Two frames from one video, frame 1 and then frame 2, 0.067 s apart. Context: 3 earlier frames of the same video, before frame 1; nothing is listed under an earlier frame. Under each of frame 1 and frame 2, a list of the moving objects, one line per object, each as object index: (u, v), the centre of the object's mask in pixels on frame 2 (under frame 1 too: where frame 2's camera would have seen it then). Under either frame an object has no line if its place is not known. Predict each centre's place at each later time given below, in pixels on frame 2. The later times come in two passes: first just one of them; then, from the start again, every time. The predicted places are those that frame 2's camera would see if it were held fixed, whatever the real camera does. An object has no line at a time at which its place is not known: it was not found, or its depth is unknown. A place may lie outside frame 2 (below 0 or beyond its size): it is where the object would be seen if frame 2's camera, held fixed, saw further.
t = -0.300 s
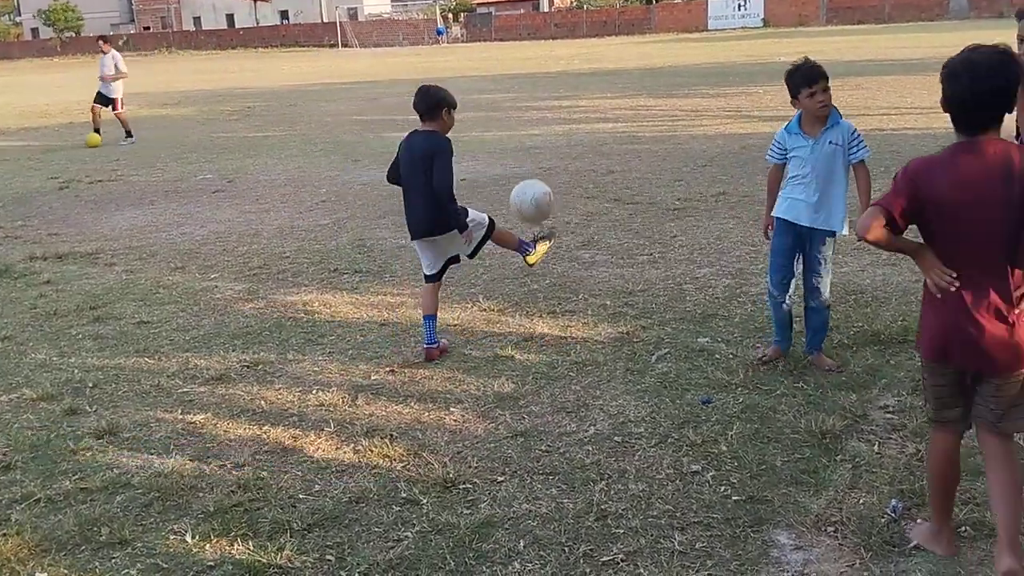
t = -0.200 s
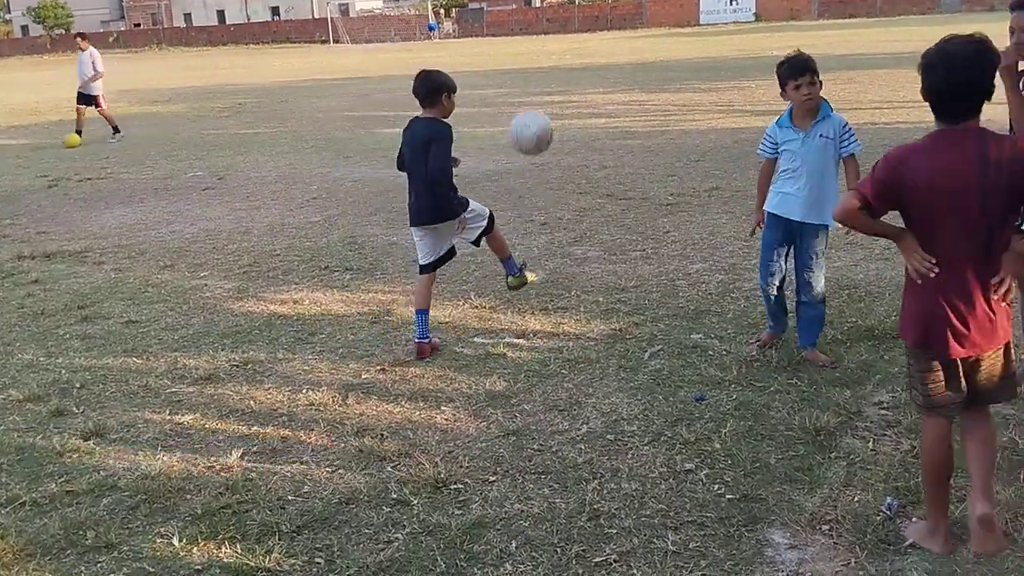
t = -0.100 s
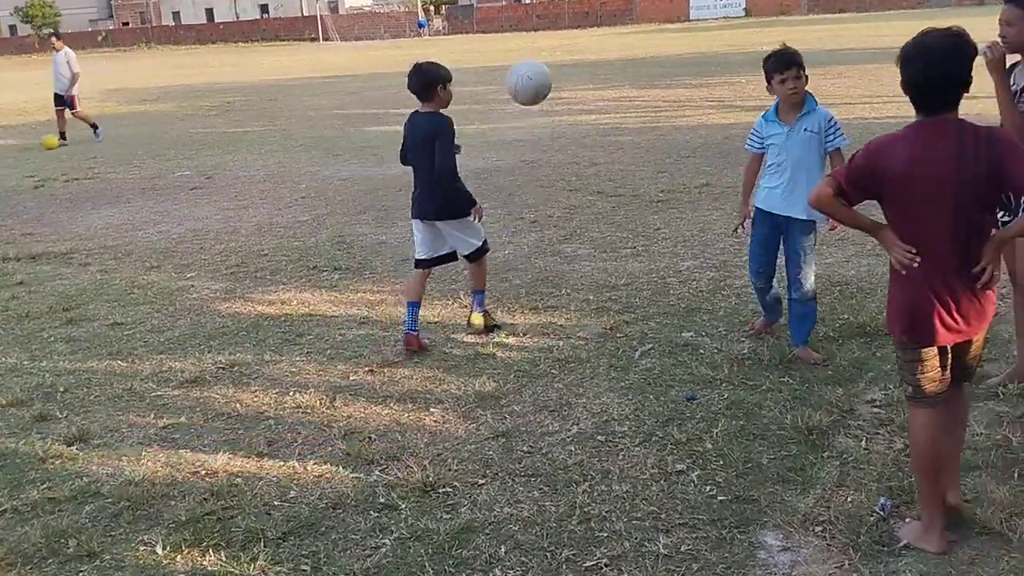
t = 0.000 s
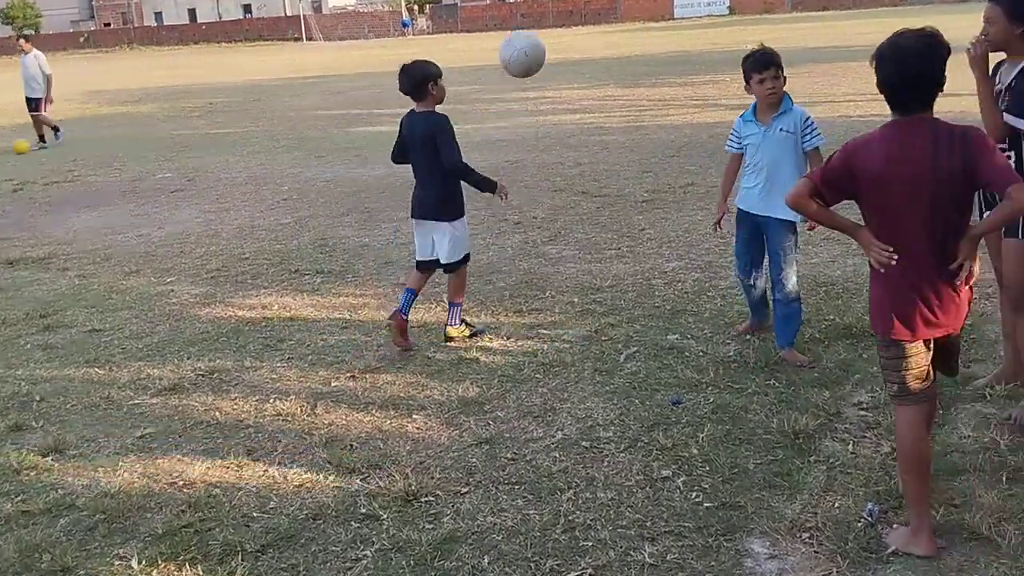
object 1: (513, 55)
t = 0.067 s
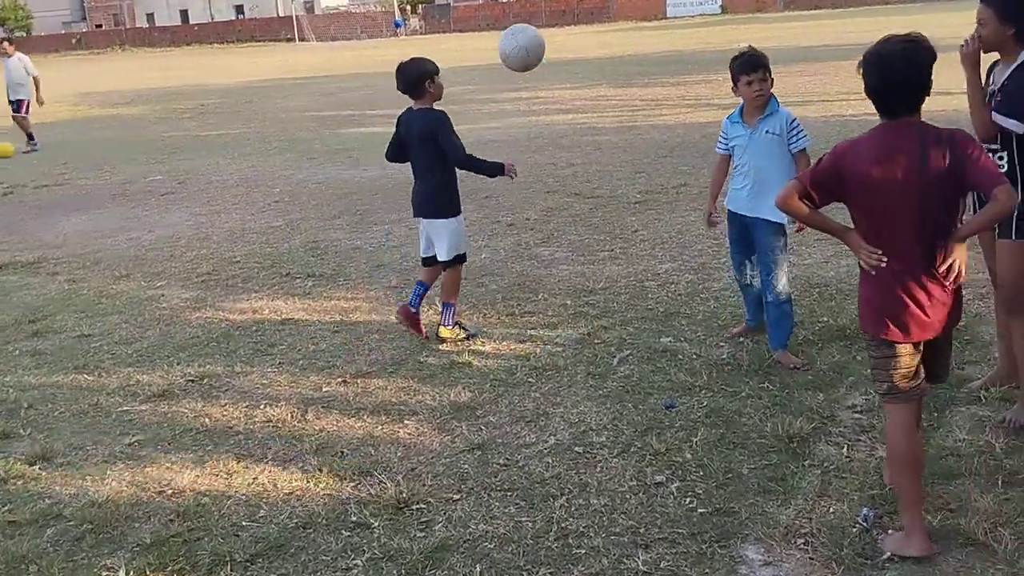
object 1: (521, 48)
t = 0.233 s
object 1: (545, 70)
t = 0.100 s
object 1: (526, 47)
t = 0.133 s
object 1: (531, 50)
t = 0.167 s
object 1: (535, 54)
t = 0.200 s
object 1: (541, 62)
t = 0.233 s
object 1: (545, 70)
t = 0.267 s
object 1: (551, 81)
